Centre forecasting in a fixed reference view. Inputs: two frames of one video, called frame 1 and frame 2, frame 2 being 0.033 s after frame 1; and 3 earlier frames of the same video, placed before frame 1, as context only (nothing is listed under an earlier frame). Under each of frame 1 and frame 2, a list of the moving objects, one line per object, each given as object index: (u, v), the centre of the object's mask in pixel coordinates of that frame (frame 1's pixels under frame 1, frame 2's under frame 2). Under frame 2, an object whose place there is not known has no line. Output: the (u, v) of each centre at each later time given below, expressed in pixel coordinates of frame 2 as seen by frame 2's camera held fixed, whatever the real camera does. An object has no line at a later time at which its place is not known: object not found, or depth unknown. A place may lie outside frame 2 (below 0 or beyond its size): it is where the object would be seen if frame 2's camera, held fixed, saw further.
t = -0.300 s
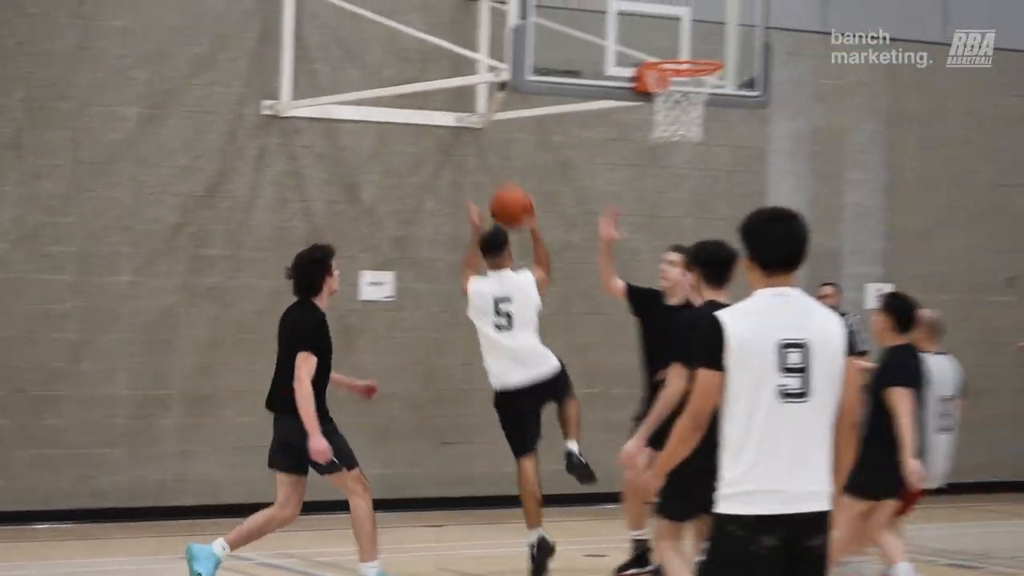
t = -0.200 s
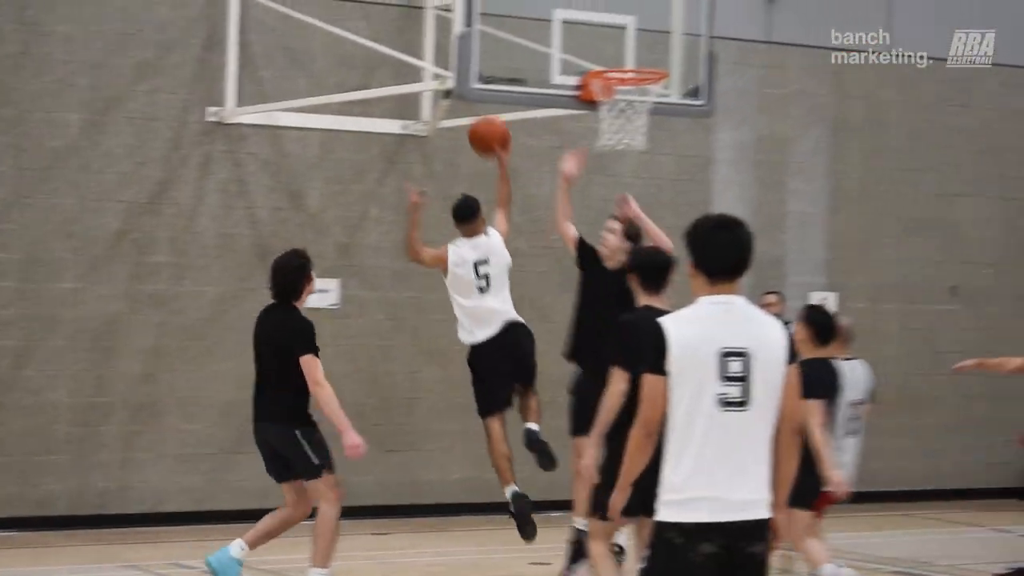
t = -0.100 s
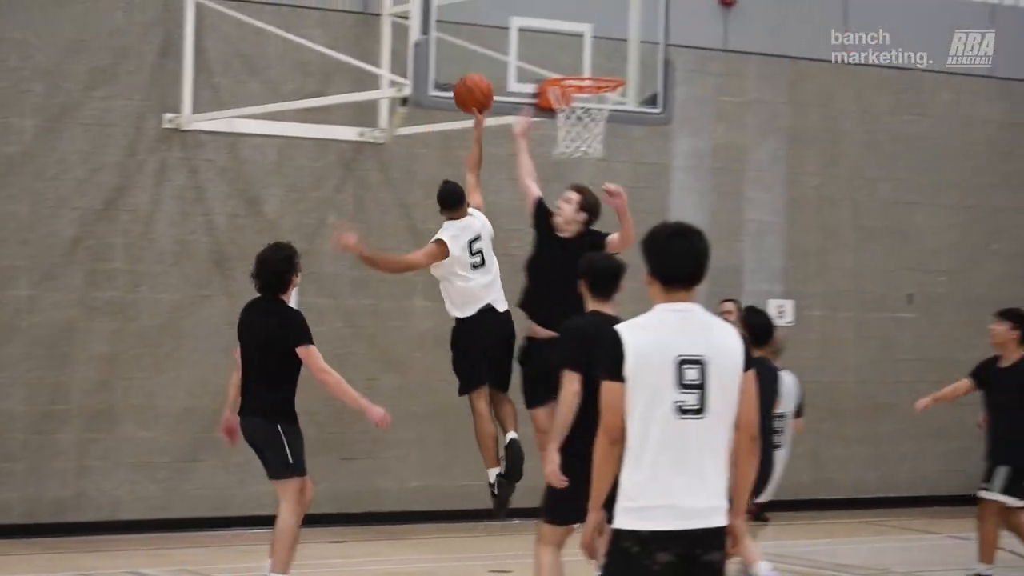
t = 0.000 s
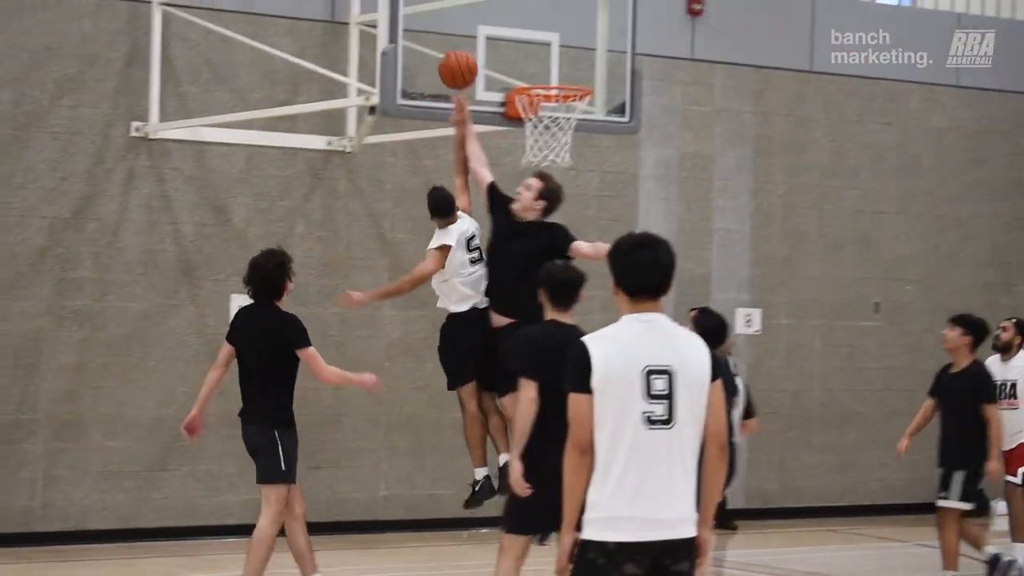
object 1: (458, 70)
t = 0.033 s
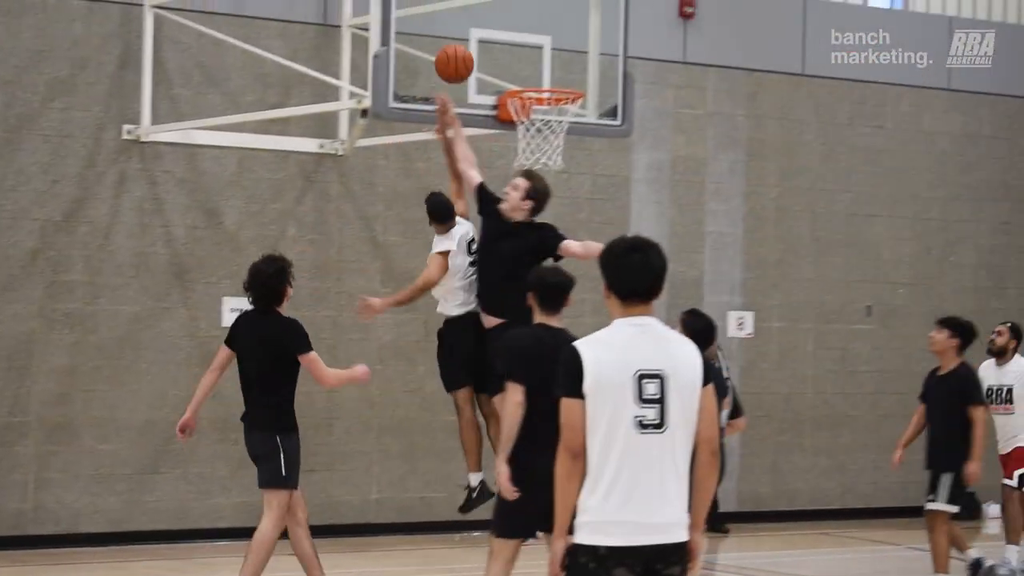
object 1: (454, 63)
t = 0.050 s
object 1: (457, 60)
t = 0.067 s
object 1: (459, 56)
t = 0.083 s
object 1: (461, 54)
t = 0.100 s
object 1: (465, 51)
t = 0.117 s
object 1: (467, 49)
